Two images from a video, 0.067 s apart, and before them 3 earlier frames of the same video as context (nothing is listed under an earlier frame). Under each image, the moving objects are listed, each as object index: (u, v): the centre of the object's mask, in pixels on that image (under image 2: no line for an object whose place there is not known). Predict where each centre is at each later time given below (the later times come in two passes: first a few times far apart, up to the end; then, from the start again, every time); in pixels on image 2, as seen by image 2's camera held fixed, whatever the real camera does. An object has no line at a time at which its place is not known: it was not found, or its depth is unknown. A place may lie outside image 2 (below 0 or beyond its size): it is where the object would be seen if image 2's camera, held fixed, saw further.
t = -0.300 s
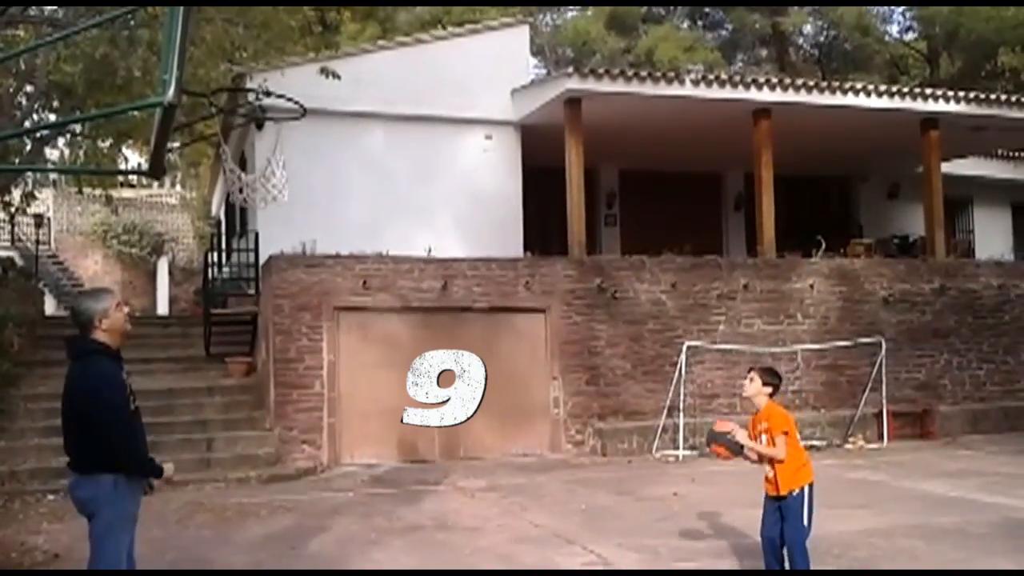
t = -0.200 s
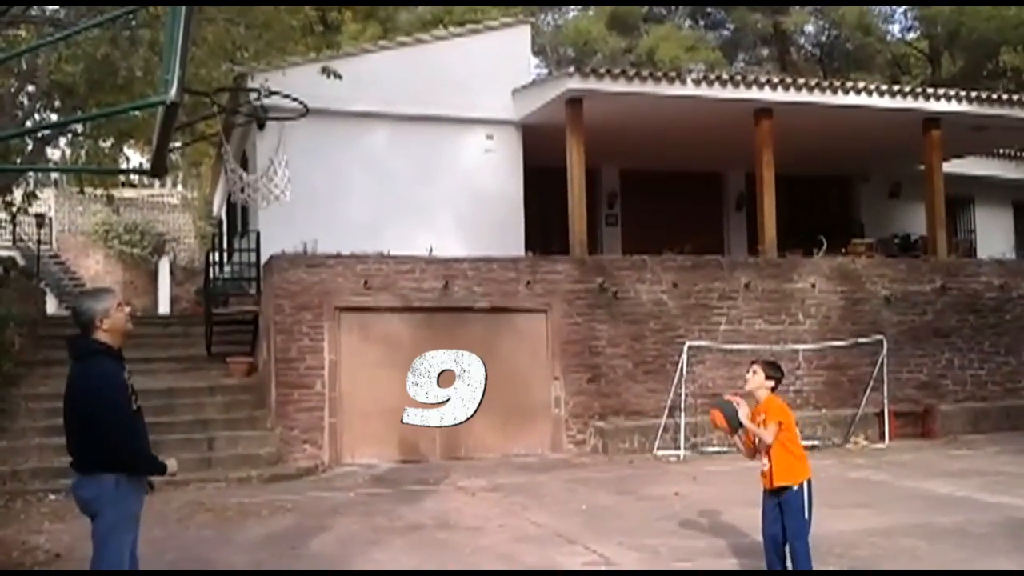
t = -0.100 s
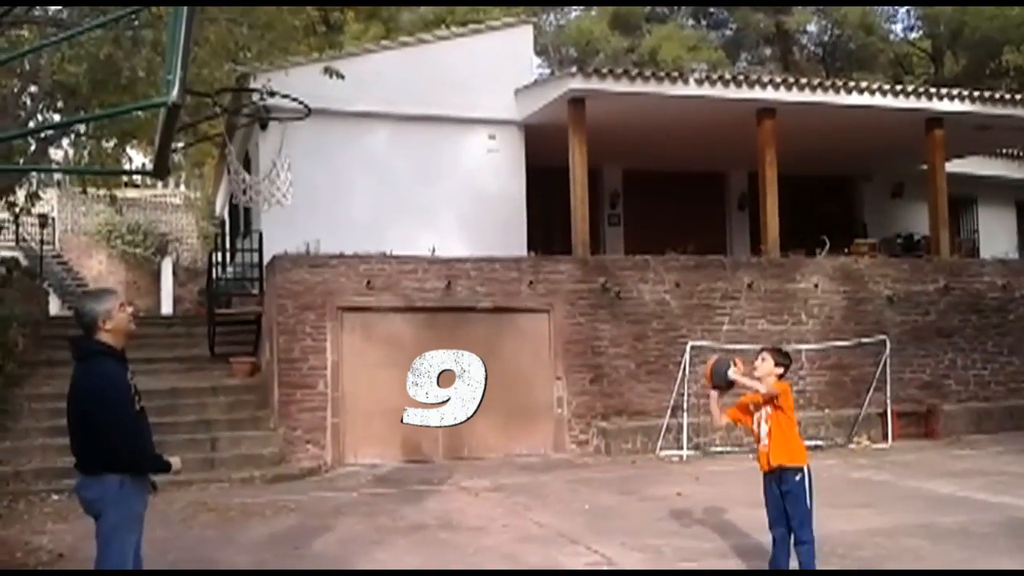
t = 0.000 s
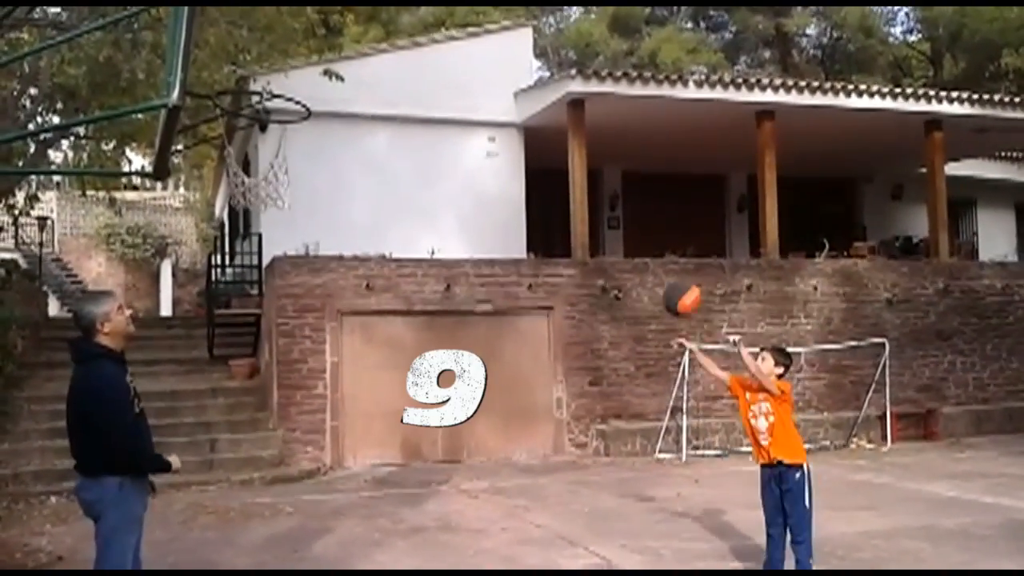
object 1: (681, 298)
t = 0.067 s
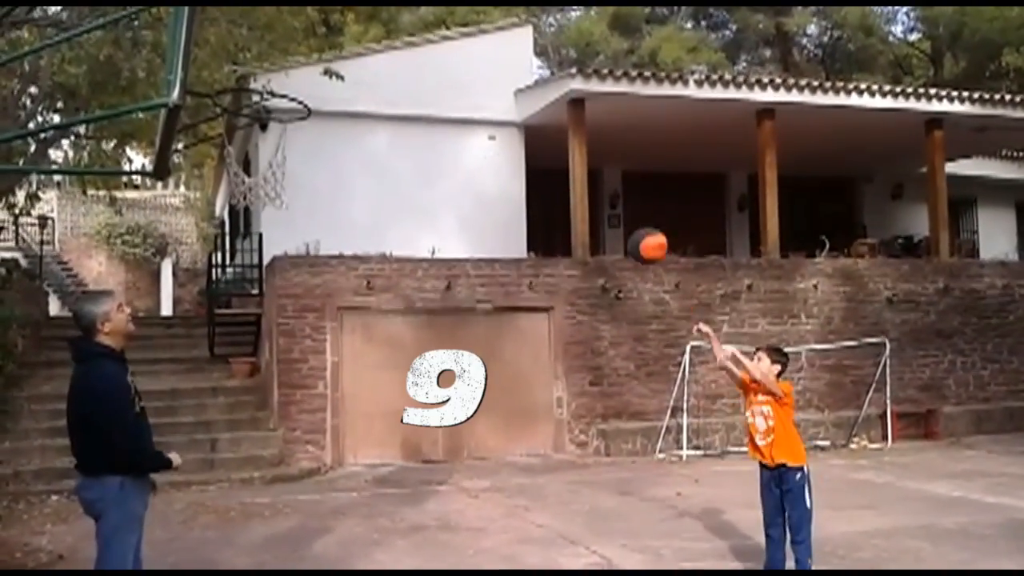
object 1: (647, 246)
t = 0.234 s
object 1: (564, 144)
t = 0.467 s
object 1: (435, 75)
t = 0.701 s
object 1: (298, 92)
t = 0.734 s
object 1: (277, 102)
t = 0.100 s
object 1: (630, 222)
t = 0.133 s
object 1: (614, 200)
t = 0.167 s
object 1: (597, 182)
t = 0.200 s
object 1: (580, 163)
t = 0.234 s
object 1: (564, 144)
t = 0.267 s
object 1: (552, 125)
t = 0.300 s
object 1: (527, 118)
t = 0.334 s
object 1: (509, 105)
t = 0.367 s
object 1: (491, 95)
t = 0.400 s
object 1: (472, 87)
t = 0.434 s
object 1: (454, 80)
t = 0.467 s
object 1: (435, 75)
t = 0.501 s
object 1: (417, 71)
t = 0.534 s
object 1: (398, 69)
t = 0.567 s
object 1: (378, 70)
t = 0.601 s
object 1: (359, 72)
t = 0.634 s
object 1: (339, 77)
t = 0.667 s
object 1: (319, 82)
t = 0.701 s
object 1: (298, 92)
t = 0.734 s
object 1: (277, 102)
